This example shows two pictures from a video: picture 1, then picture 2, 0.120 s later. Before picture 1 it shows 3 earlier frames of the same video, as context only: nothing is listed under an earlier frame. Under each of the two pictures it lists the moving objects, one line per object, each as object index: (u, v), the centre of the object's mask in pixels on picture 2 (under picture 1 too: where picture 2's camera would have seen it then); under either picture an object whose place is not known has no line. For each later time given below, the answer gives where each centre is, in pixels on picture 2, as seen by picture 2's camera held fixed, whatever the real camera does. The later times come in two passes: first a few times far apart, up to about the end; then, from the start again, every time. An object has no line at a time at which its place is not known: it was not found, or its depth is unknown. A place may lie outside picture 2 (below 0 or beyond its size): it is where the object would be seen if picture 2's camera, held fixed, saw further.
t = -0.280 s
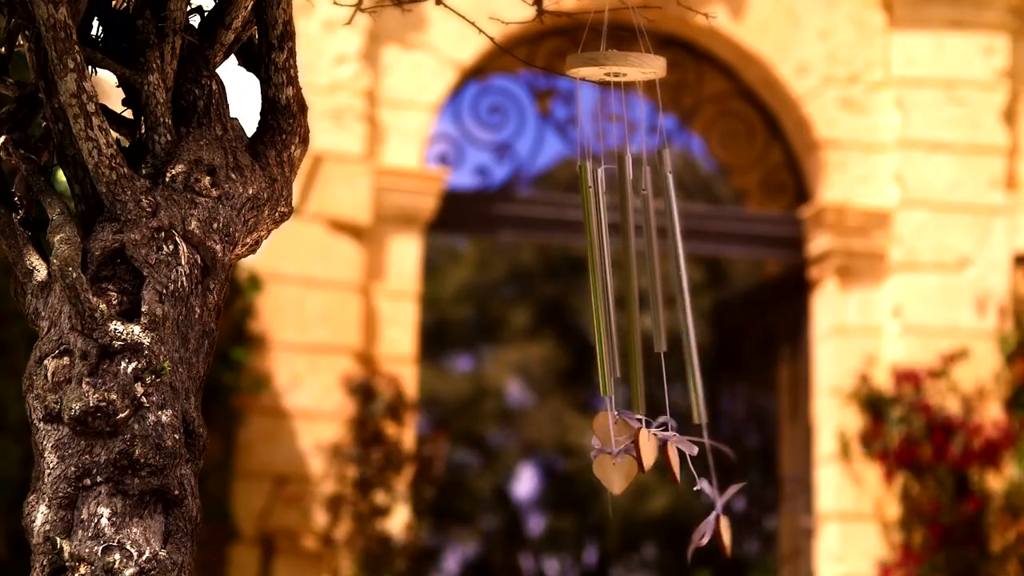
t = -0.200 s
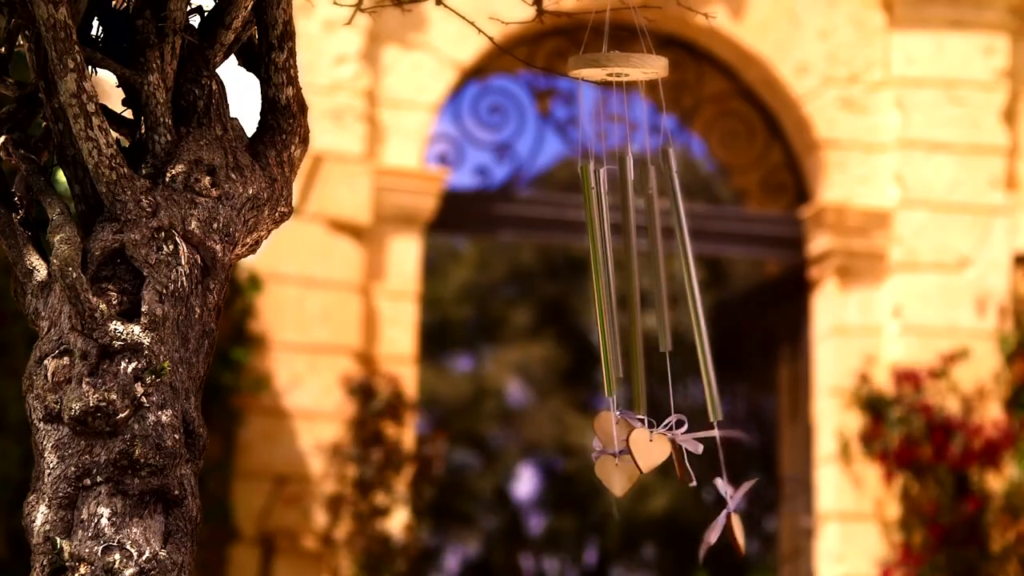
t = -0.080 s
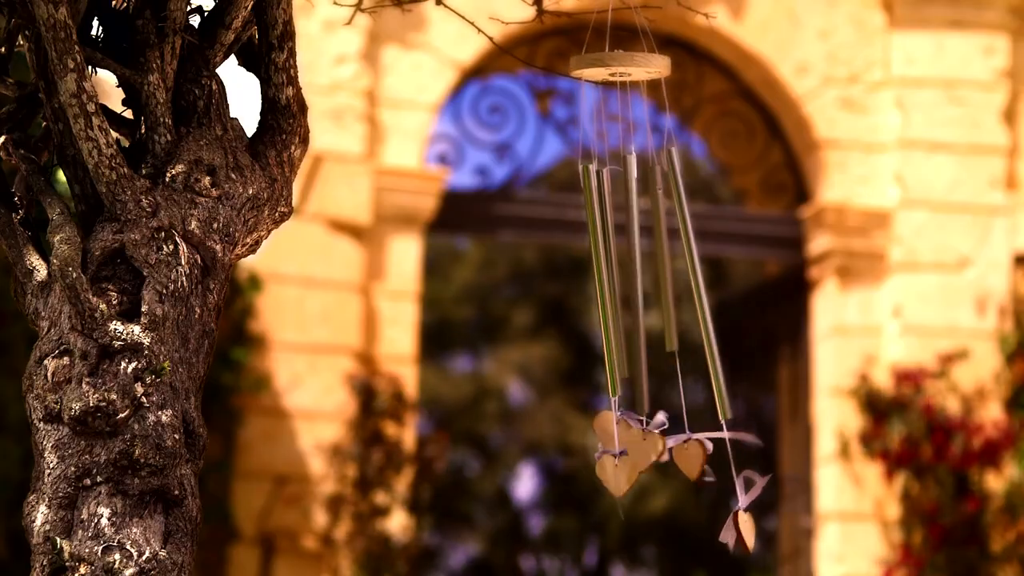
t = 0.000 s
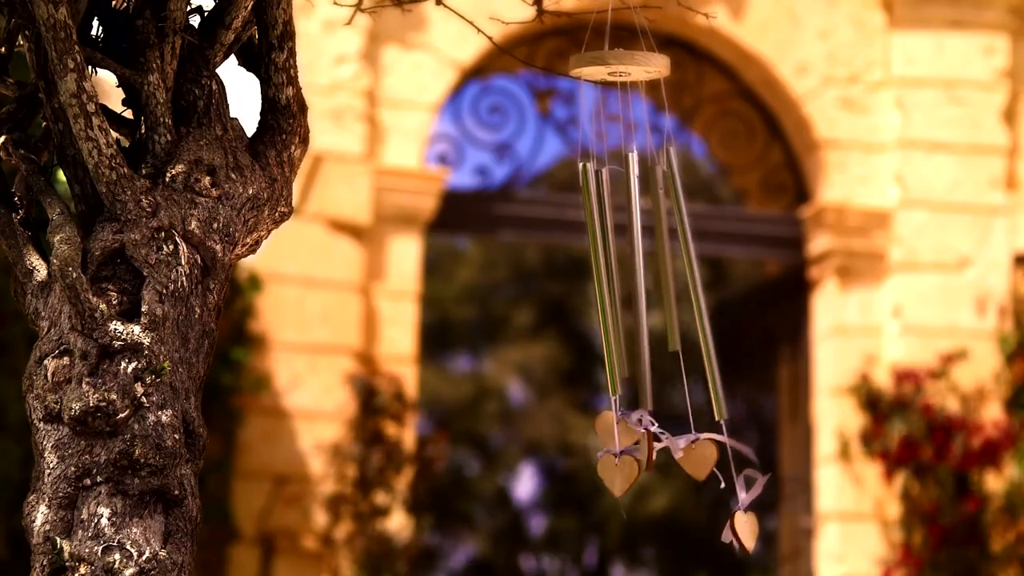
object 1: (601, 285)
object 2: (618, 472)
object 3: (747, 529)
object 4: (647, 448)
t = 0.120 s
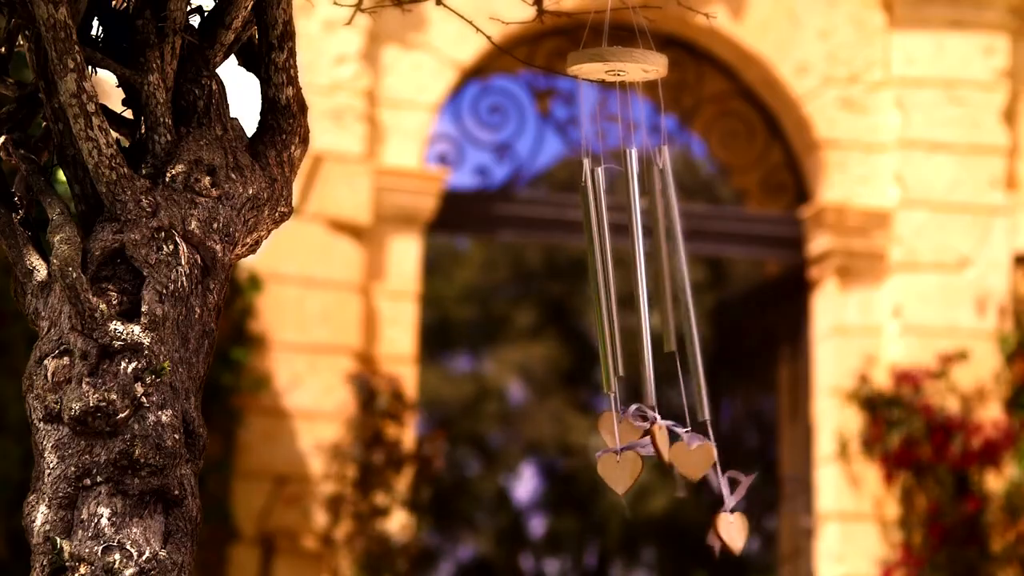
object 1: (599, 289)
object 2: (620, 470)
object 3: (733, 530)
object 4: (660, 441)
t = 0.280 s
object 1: (593, 284)
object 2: (608, 466)
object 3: (697, 529)
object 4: (668, 433)
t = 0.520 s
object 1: (583, 282)
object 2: (585, 469)
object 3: (675, 530)
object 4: (668, 433)
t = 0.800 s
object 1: (585, 289)
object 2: (598, 471)
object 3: (687, 536)
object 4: (633, 448)
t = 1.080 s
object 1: (583, 287)
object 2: (589, 473)
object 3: (658, 536)
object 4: (613, 440)
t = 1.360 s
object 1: (584, 281)
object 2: (580, 466)
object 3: (666, 536)
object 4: (641, 438)
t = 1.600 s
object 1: (585, 271)
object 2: (590, 460)
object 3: (686, 528)
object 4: (651, 437)
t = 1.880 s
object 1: (583, 280)
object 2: (588, 465)
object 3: (660, 531)
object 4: (643, 441)
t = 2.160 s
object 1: (572, 285)
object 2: (566, 466)
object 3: (629, 536)
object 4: (618, 441)
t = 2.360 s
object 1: (566, 284)
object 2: (559, 465)
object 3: (630, 535)
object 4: (603, 438)
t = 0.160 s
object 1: (598, 291)
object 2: (619, 469)
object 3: (725, 530)
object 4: (665, 439)
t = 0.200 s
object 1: (596, 289)
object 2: (618, 467)
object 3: (716, 531)
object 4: (668, 438)
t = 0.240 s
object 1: (594, 285)
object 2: (614, 467)
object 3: (706, 530)
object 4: (669, 435)
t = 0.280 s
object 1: (593, 284)
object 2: (608, 466)
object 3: (697, 529)
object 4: (668, 433)
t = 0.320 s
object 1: (592, 284)
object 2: (602, 466)
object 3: (689, 527)
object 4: (669, 430)
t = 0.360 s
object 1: (591, 283)
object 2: (597, 466)
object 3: (683, 525)
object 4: (670, 430)
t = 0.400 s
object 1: (589, 283)
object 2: (592, 466)
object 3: (679, 523)
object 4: (671, 431)
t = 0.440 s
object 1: (587, 281)
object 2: (587, 467)
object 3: (677, 523)
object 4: (671, 431)
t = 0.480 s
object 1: (585, 282)
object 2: (585, 468)
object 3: (678, 526)
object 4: (671, 432)
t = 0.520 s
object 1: (583, 282)
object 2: (585, 469)
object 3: (675, 530)
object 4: (668, 433)
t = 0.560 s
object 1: (581, 287)
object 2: (586, 470)
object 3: (681, 527)
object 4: (662, 435)
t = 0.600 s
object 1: (580, 284)
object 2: (587, 471)
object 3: (685, 524)
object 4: (656, 437)
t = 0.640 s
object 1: (580, 286)
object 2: (589, 471)
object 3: (690, 531)
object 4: (650, 441)
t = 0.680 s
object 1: (580, 289)
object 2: (590, 471)
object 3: (691, 533)
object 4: (645, 445)
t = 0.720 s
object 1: (581, 290)
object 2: (592, 470)
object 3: (691, 534)
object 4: (641, 448)
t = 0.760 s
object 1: (583, 290)
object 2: (596, 471)
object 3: (690, 535)
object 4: (635, 448)
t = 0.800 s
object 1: (585, 289)
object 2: (598, 471)
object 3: (687, 536)
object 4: (633, 448)
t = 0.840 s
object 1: (587, 289)
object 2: (599, 471)
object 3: (684, 536)
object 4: (632, 448)
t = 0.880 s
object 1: (588, 288)
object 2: (599, 472)
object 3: (680, 536)
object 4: (630, 449)
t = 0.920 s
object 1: (588, 286)
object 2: (597, 472)
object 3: (675, 537)
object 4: (628, 449)
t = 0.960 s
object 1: (587, 285)
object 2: (595, 472)
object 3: (671, 537)
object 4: (624, 449)
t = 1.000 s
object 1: (586, 284)
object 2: (593, 473)
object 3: (666, 536)
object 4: (620, 449)
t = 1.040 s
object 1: (584, 285)
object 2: (591, 473)
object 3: (662, 536)
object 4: (616, 448)
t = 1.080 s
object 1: (583, 287)
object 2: (589, 473)
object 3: (658, 536)
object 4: (613, 440)
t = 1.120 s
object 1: (581, 285)
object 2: (587, 472)
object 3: (657, 536)
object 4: (614, 445)
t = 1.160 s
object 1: (580, 282)
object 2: (585, 472)
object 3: (657, 537)
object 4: (617, 445)
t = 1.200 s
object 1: (580, 287)
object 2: (584, 471)
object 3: (658, 538)
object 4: (623, 444)
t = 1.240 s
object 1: (580, 288)
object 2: (582, 470)
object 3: (659, 539)
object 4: (623, 442)
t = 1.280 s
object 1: (582, 283)
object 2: (580, 469)
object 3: (661, 538)
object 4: (629, 439)
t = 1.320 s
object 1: (583, 281)
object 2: (580, 467)
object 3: (663, 537)
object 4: (634, 440)
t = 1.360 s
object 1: (584, 281)
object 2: (580, 466)
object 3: (666, 536)
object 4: (641, 438)
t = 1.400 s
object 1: (584, 279)
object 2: (582, 465)
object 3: (670, 535)
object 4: (645, 437)
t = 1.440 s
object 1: (583, 276)
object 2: (584, 463)
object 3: (675, 533)
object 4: (648, 436)
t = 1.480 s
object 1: (582, 275)
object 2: (587, 462)
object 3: (678, 531)
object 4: (649, 436)
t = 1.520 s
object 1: (582, 274)
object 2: (588, 461)
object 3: (682, 530)
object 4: (649, 436)
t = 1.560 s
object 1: (583, 274)
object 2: (589, 460)
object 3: (684, 529)
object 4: (649, 436)
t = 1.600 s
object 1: (585, 271)
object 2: (590, 460)
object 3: (686, 528)
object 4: (651, 437)
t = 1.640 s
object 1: (586, 273)
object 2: (589, 460)
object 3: (685, 527)
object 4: (651, 437)
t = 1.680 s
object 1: (588, 271)
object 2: (588, 460)
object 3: (683, 527)
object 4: (652, 439)
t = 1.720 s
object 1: (589, 272)
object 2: (588, 461)
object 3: (680, 527)
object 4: (651, 439)
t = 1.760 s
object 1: (589, 277)
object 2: (588, 462)
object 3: (676, 527)
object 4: (650, 439)
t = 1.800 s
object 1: (587, 274)
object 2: (589, 463)
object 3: (671, 528)
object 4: (649, 439)
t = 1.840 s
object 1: (585, 275)
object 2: (589, 463)
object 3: (666, 529)
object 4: (645, 441)
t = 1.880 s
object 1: (583, 280)
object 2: (588, 465)
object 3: (660, 531)
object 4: (643, 441)
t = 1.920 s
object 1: (582, 283)
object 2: (585, 465)
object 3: (654, 533)
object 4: (639, 442)
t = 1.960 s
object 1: (580, 286)
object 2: (582, 465)
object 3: (648, 535)
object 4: (636, 442)
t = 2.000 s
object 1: (579, 285)
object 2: (578, 466)
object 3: (643, 536)
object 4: (632, 443)
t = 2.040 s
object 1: (578, 284)
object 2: (574, 467)
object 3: (638, 536)
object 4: (628, 442)
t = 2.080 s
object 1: (577, 284)
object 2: (571, 467)
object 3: (635, 537)
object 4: (624, 442)
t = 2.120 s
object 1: (575, 285)
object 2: (568, 466)
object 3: (631, 537)
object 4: (621, 441)
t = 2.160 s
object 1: (572, 285)
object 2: (566, 466)
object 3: (629, 536)
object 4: (618, 441)
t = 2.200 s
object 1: (570, 284)
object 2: (564, 466)
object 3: (628, 537)
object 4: (615, 441)
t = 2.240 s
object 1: (568, 286)
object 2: (563, 467)
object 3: (627, 536)
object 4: (612, 440)
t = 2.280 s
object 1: (566, 284)
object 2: (562, 467)
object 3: (627, 536)
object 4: (609, 440)
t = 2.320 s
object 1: (565, 286)
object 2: (561, 466)
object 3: (628, 536)
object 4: (606, 439)
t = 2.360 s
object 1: (566, 284)
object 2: (559, 465)
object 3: (630, 535)
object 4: (603, 438)
